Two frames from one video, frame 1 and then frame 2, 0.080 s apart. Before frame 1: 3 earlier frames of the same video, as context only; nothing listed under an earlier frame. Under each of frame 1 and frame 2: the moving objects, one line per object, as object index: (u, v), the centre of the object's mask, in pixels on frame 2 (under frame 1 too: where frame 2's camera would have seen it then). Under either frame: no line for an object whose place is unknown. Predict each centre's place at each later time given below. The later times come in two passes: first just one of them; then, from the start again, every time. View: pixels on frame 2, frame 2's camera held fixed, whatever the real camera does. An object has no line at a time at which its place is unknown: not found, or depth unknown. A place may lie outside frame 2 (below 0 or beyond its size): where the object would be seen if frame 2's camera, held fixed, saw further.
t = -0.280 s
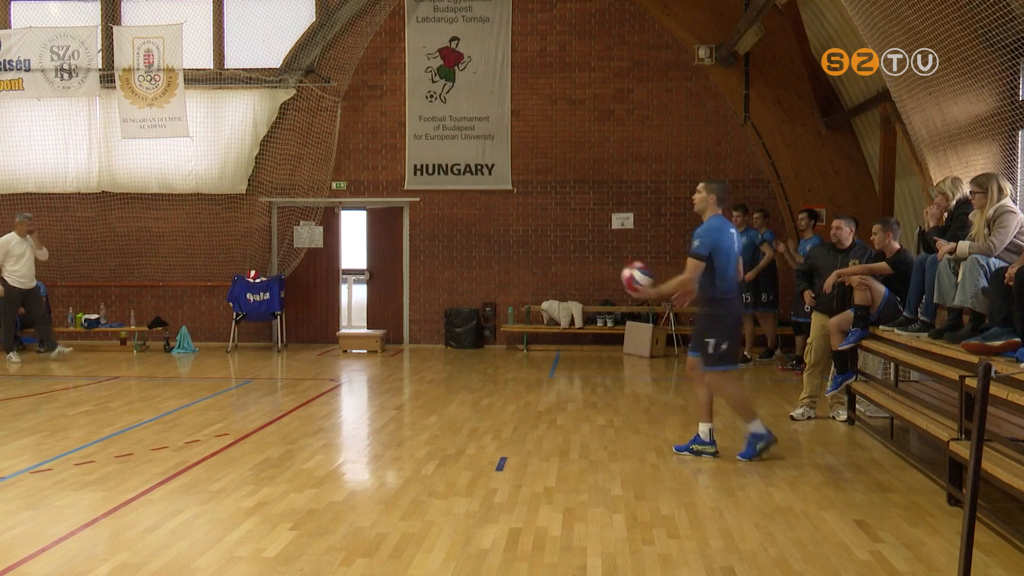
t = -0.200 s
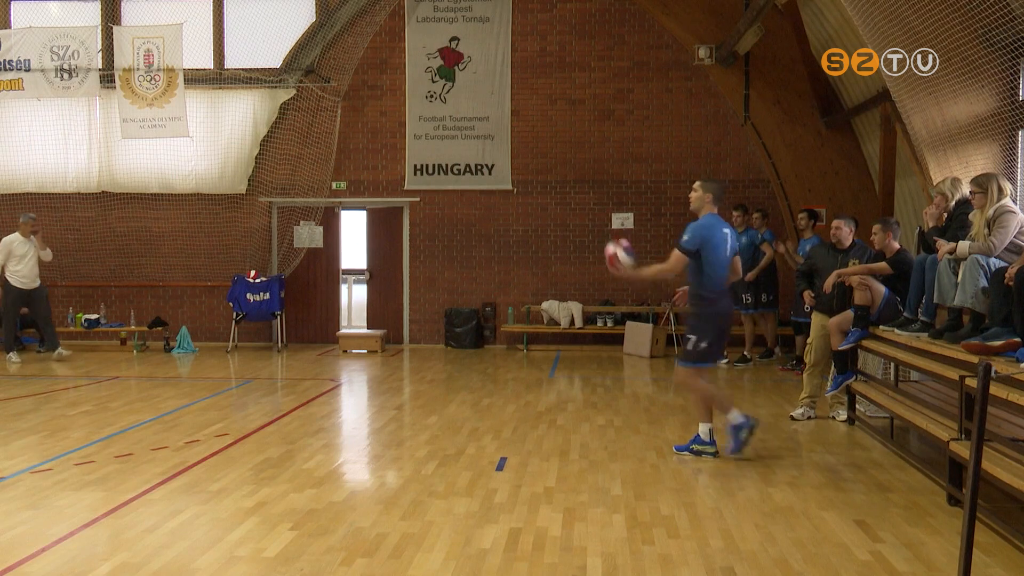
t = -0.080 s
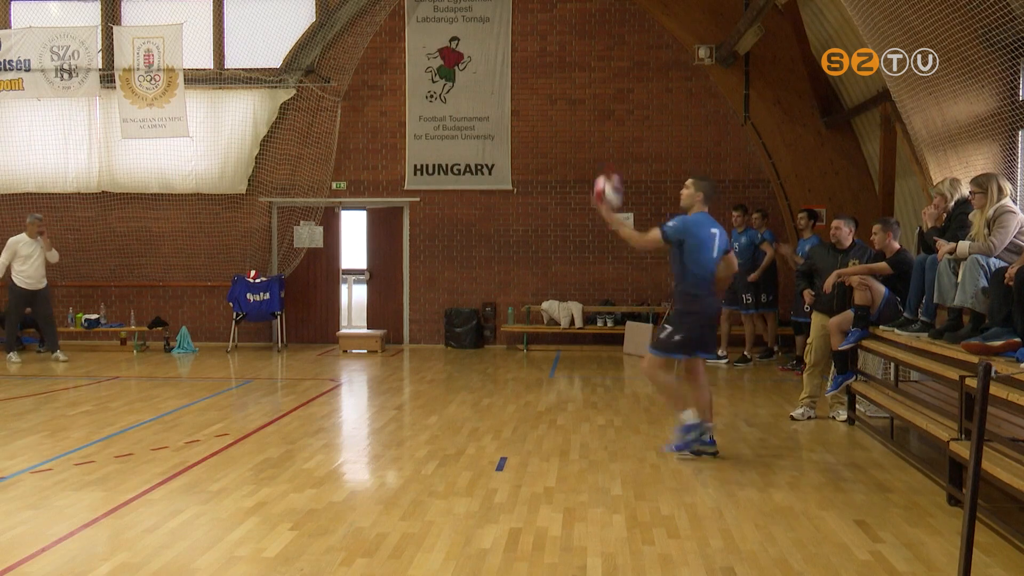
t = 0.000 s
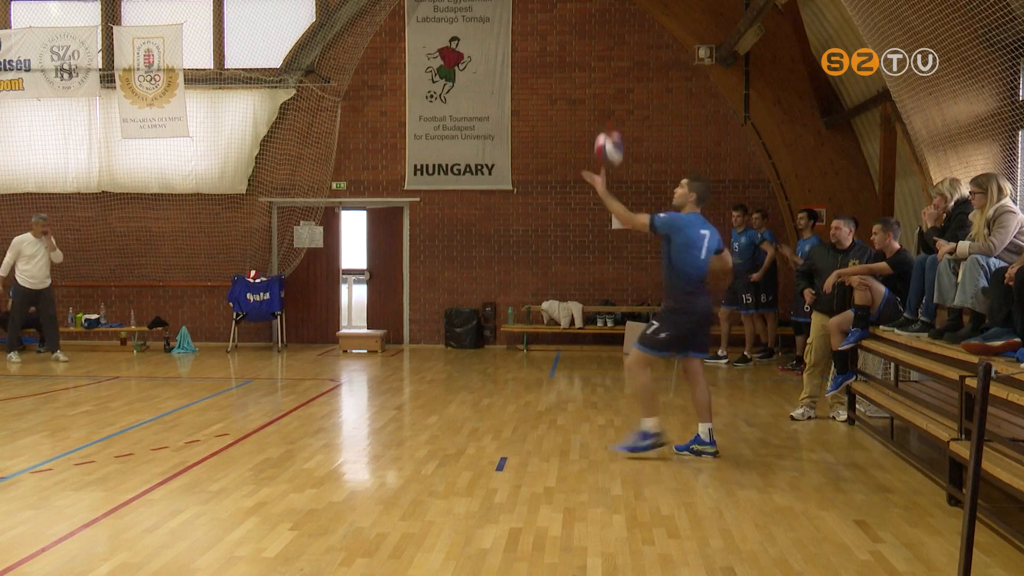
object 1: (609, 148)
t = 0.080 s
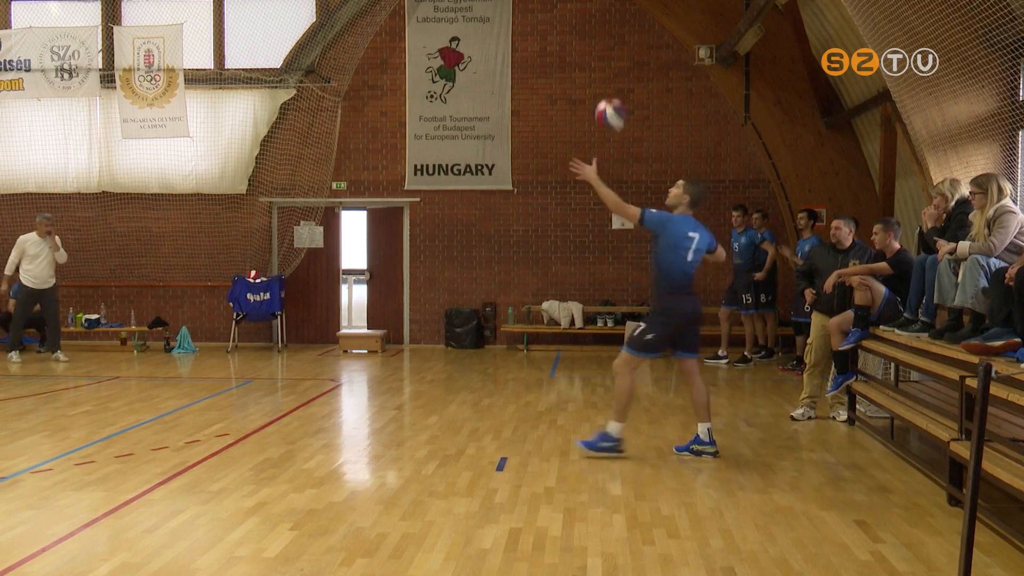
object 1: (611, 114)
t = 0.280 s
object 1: (612, 70)
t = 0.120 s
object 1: (611, 101)
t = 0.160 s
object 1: (611, 89)
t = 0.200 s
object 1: (611, 80)
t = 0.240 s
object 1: (611, 74)
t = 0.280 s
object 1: (612, 70)
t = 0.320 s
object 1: (612, 68)
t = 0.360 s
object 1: (612, 68)
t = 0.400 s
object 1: (613, 70)
